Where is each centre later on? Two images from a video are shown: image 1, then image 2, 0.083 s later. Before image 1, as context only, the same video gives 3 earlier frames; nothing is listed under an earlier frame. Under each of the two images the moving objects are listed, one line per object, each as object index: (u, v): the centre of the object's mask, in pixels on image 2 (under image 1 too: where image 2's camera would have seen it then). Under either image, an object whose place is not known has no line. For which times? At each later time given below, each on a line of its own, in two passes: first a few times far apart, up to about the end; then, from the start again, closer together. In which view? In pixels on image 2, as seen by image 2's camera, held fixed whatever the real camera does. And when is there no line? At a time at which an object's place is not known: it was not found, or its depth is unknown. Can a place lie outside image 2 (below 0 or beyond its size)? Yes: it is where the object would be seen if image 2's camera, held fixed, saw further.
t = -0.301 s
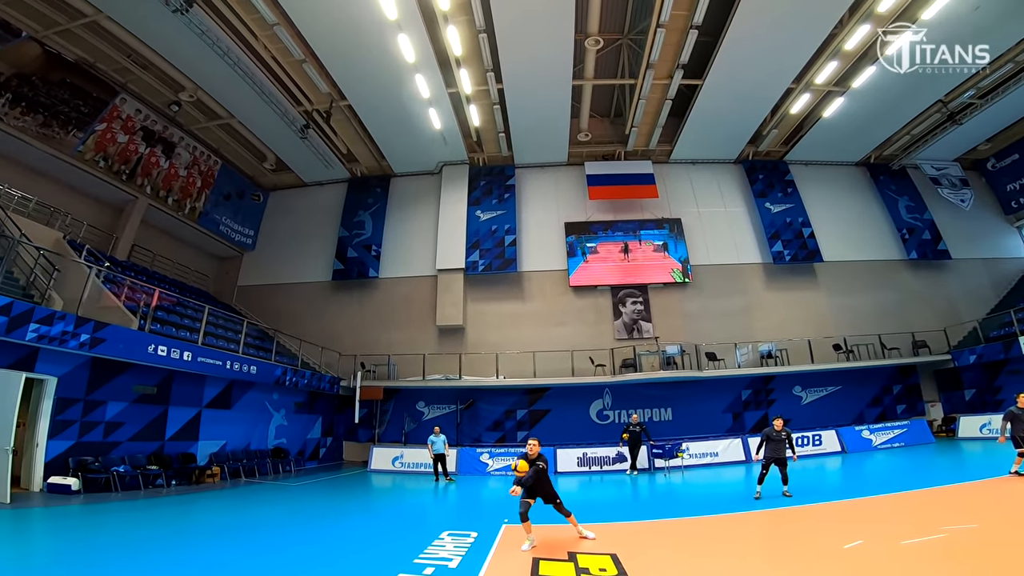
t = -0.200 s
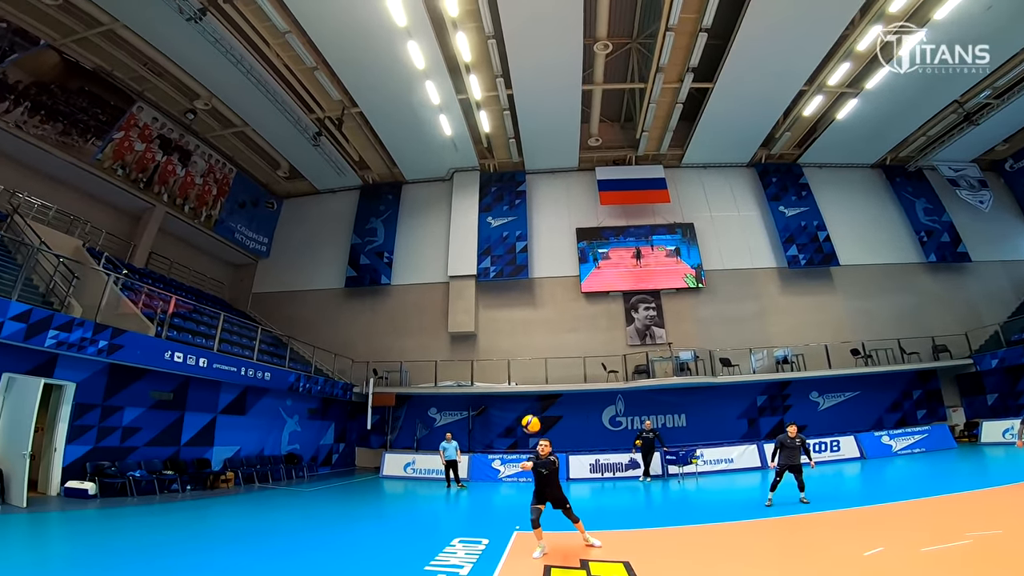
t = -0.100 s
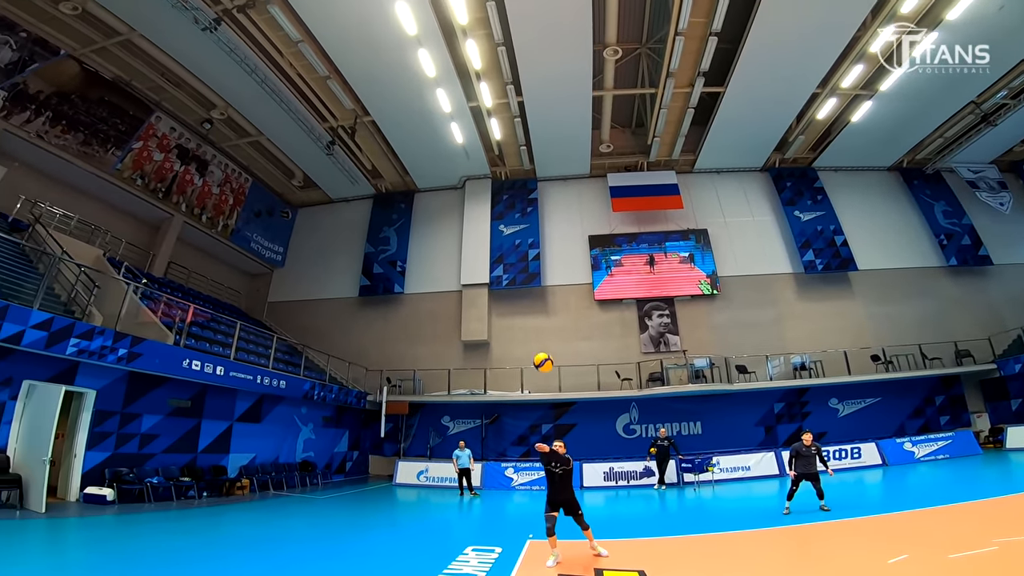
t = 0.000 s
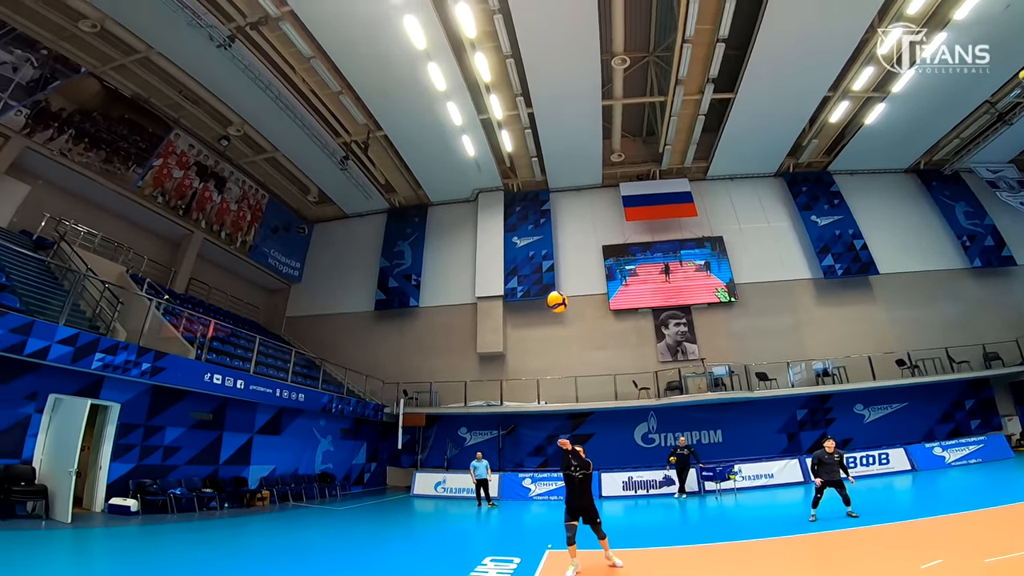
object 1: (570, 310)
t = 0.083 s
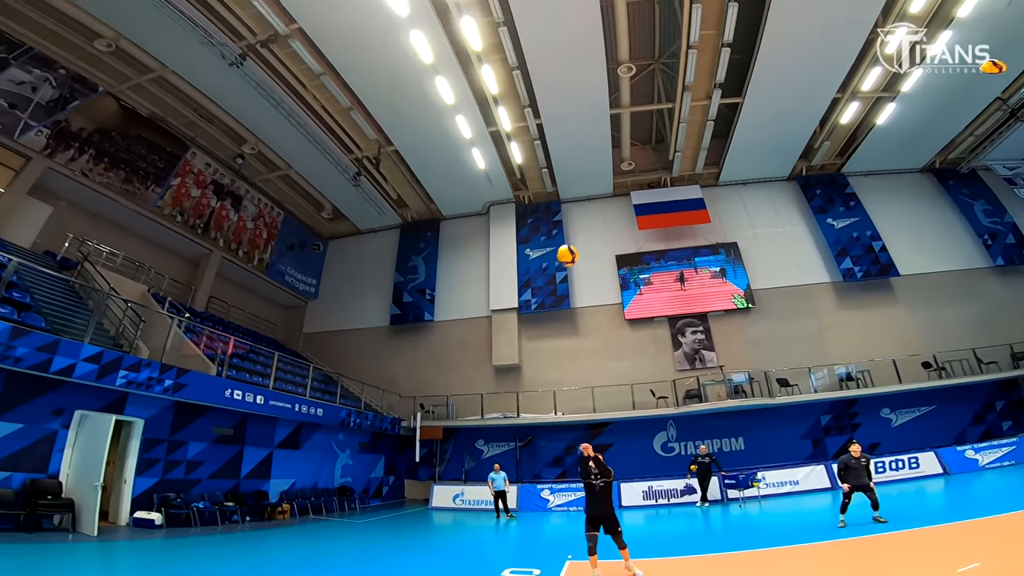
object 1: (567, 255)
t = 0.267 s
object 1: (553, 154)
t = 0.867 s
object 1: (433, -104)
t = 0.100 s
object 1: (567, 245)
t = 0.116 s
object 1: (566, 235)
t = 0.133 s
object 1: (564, 225)
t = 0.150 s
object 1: (563, 216)
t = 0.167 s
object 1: (562, 206)
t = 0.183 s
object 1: (561, 197)
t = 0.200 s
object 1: (560, 188)
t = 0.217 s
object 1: (558, 179)
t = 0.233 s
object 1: (556, 171)
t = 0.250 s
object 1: (555, 162)
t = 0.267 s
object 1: (553, 154)
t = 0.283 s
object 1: (549, 145)
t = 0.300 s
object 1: (549, 138)
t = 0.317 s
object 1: (547, 130)
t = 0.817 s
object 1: (445, -88)
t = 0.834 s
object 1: (441, -93)
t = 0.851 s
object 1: (437, -99)
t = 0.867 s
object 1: (433, -104)
